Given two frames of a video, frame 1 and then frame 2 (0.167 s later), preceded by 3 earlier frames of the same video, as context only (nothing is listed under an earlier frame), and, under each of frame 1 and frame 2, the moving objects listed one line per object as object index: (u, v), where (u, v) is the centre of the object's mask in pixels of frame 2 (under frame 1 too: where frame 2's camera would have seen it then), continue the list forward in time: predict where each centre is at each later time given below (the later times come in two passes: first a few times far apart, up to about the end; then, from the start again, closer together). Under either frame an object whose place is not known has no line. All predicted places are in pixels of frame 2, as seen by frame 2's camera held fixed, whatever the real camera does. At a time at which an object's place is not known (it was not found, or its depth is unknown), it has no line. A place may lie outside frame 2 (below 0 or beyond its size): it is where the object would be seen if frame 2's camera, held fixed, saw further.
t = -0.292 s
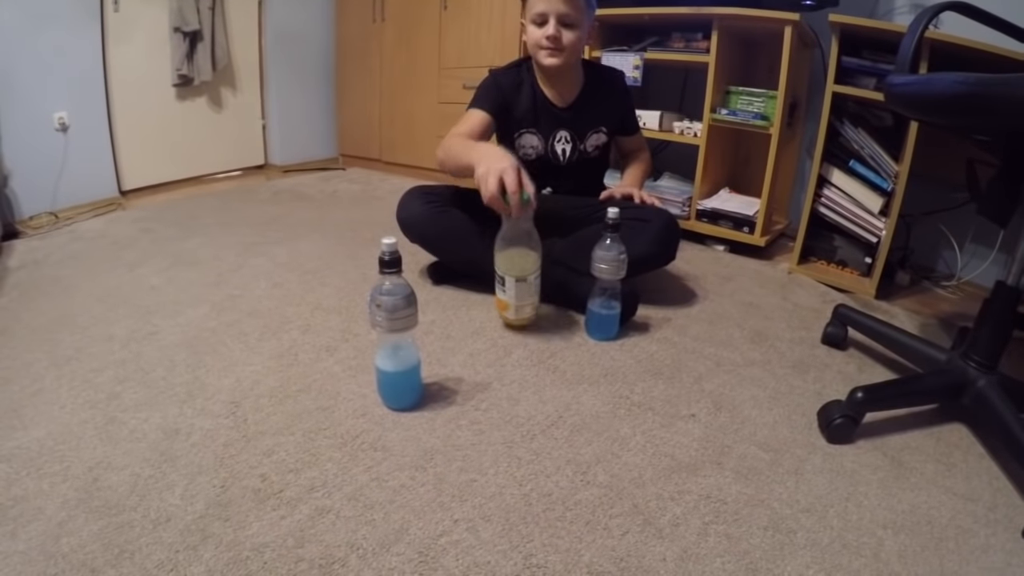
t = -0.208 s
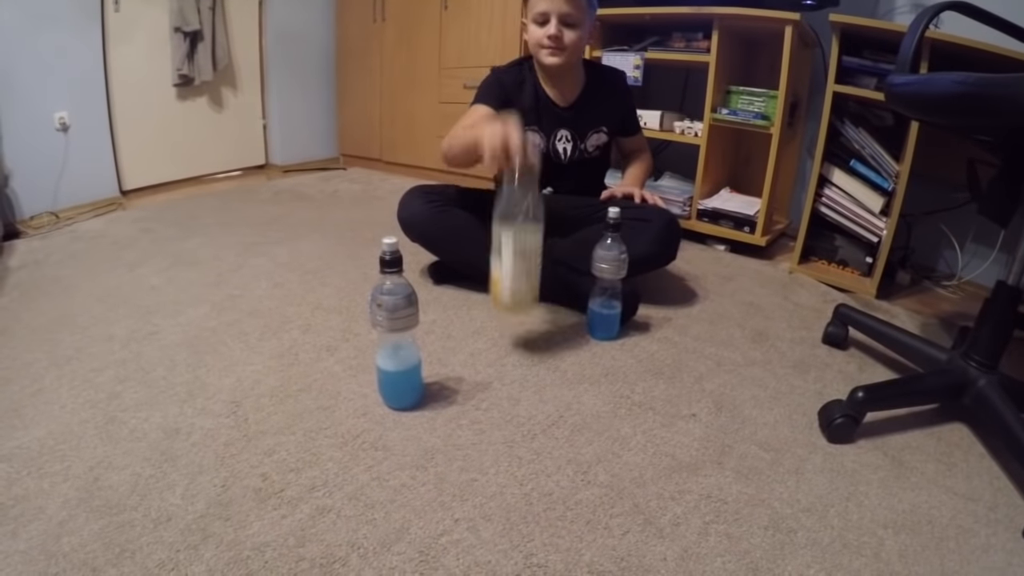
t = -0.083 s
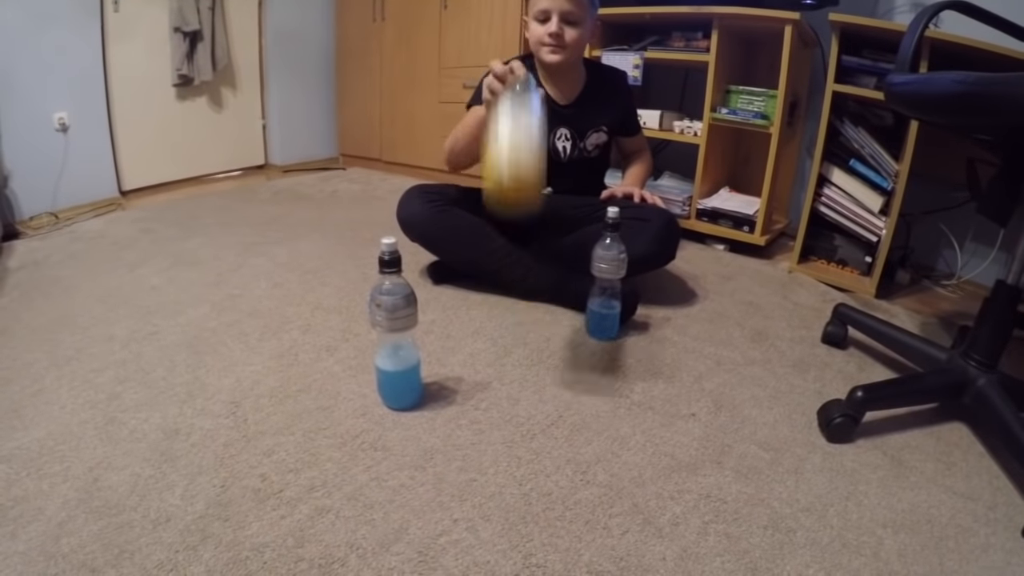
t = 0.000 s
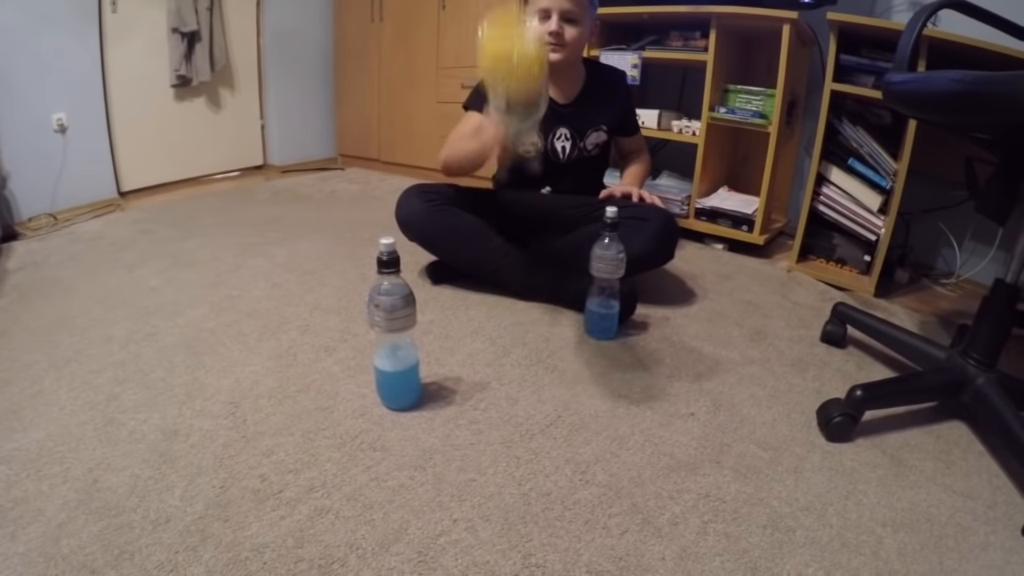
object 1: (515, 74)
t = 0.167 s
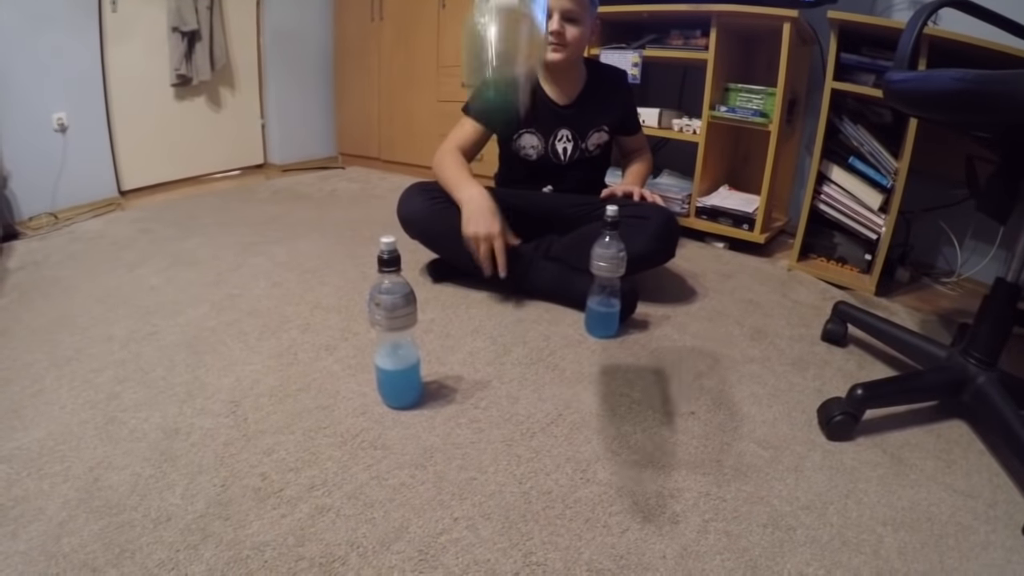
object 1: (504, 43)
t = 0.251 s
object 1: (502, 68)
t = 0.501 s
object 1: (485, 352)
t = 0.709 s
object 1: (486, 353)
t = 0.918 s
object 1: (486, 353)
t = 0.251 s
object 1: (502, 68)
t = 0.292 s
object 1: (500, 110)
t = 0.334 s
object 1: (495, 162)
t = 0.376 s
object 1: (492, 295)
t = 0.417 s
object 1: (486, 354)
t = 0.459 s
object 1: (485, 353)
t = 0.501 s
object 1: (485, 352)
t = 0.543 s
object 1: (485, 352)
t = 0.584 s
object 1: (486, 352)
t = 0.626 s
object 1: (486, 353)
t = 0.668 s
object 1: (486, 353)
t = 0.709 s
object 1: (486, 353)
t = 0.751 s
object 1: (486, 353)
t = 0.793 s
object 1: (486, 353)
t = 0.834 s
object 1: (487, 353)
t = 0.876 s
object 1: (487, 353)
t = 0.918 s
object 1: (486, 353)
